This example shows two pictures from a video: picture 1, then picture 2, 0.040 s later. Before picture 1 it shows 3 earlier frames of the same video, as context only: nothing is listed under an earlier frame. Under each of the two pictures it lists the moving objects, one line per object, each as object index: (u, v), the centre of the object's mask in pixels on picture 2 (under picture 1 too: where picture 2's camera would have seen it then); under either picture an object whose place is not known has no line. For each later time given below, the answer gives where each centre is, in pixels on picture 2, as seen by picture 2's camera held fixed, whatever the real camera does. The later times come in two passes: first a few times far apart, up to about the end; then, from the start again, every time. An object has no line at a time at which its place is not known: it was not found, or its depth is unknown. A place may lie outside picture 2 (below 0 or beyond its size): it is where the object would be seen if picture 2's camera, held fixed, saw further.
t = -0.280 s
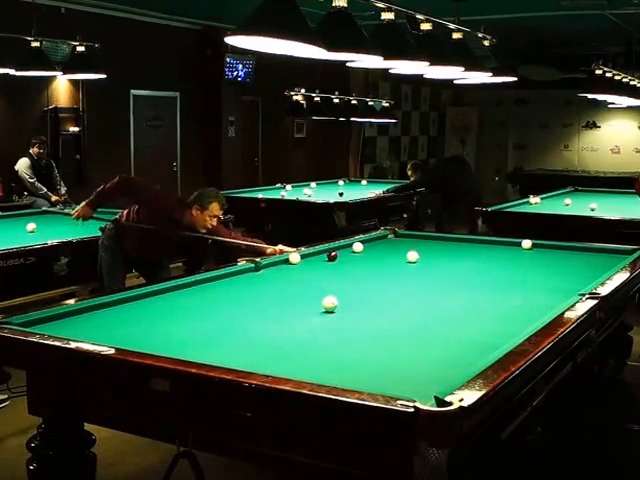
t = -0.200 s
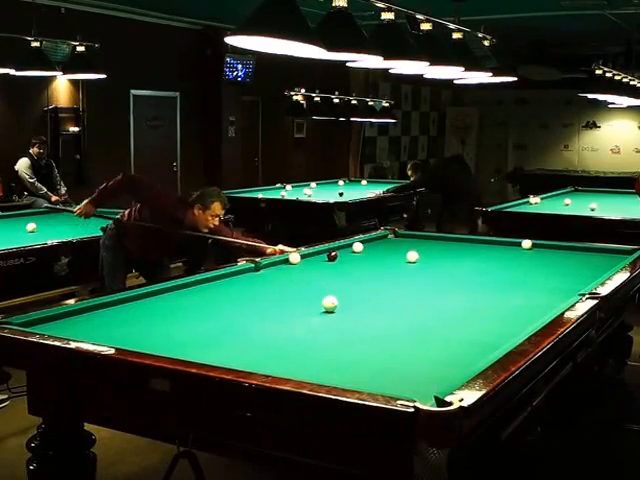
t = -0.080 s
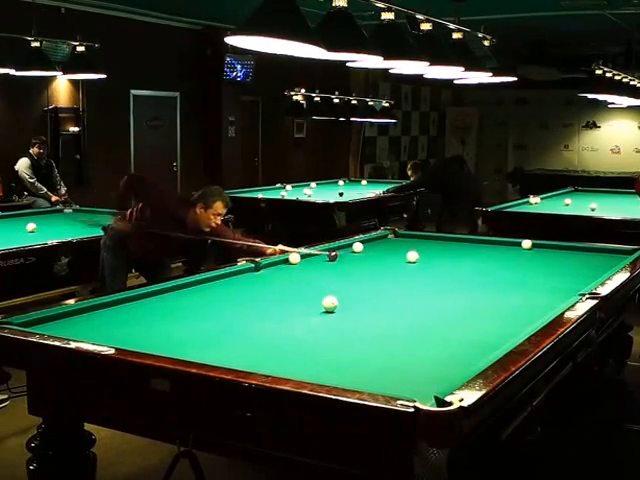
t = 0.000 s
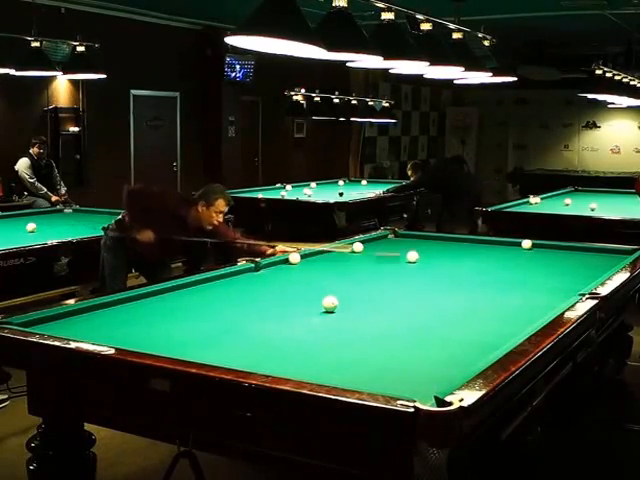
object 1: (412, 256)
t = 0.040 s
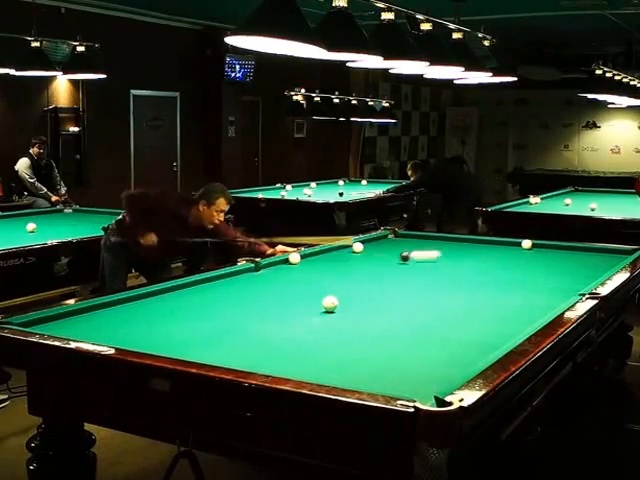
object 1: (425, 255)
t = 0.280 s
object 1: (554, 251)
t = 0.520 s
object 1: (626, 251)
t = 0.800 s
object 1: (578, 257)
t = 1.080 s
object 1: (530, 262)
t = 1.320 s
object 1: (486, 266)
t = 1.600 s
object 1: (433, 270)
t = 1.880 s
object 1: (375, 276)
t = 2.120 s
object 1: (323, 280)
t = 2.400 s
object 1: (259, 287)
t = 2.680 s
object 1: (190, 294)
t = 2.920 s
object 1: (128, 299)
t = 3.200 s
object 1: (109, 310)
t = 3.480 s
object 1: (90, 321)
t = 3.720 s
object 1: (72, 330)
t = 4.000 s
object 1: (92, 331)
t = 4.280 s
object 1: (119, 326)
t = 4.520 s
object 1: (137, 323)
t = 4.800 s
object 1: (147, 320)
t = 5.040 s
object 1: (155, 318)
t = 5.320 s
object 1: (162, 316)
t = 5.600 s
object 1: (170, 314)
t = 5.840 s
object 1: (175, 312)
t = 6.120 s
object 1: (180, 310)
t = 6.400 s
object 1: (185, 309)
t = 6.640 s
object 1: (188, 308)
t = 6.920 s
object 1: (192, 307)
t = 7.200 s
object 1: (194, 306)
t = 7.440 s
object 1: (194, 306)
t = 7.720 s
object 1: (195, 305)
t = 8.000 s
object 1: (196, 305)
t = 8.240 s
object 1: (196, 305)
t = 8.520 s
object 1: (196, 305)
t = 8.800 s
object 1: (196, 305)
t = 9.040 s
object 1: (196, 305)
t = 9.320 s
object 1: (196, 305)
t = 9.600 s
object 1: (196, 305)
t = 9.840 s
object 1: (196, 305)
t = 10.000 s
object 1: (196, 305)
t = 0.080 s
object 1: (448, 254)
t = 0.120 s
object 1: (471, 253)
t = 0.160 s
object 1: (493, 253)
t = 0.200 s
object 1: (514, 252)
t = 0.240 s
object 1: (535, 252)
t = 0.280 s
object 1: (554, 251)
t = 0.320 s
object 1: (572, 250)
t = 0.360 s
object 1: (590, 250)
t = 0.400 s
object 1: (606, 250)
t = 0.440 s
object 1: (620, 250)
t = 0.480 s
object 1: (627, 251)
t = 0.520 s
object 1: (626, 251)
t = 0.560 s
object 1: (619, 253)
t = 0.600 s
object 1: (611, 254)
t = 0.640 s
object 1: (604, 255)
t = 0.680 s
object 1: (598, 255)
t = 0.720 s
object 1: (591, 256)
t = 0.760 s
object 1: (585, 256)
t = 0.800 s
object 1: (578, 257)
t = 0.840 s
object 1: (571, 258)
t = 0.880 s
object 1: (565, 259)
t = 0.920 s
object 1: (558, 259)
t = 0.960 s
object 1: (551, 260)
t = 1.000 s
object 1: (544, 261)
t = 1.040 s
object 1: (537, 261)
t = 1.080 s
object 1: (530, 262)
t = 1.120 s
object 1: (523, 262)
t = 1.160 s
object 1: (516, 263)
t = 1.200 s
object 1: (509, 263)
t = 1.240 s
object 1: (502, 264)
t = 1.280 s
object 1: (494, 265)
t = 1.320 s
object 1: (486, 266)
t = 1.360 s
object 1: (479, 266)
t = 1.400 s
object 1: (471, 267)
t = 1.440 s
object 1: (464, 268)
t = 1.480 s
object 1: (457, 268)
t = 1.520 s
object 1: (449, 269)
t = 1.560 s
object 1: (441, 270)
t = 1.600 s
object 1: (433, 270)
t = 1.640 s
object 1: (425, 271)
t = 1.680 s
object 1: (417, 272)
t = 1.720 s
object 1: (409, 273)
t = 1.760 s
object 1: (401, 273)
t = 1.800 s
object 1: (392, 274)
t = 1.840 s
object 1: (383, 275)
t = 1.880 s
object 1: (375, 276)
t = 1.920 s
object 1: (367, 277)
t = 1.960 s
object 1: (358, 277)
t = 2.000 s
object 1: (349, 278)
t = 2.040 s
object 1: (340, 279)
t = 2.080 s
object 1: (331, 280)
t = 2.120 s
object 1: (323, 280)
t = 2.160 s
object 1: (314, 281)
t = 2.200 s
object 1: (305, 282)
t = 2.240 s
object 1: (296, 283)
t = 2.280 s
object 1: (287, 284)
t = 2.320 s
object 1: (277, 285)
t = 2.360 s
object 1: (268, 286)
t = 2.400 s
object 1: (259, 287)
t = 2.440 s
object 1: (249, 287)
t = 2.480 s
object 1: (240, 288)
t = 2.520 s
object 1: (230, 289)
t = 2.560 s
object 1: (220, 290)
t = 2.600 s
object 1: (210, 291)
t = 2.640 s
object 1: (200, 292)
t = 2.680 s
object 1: (190, 294)
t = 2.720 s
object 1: (180, 294)
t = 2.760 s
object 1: (170, 295)
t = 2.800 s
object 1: (160, 296)
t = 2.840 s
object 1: (149, 297)
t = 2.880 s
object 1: (138, 298)
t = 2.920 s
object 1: (128, 299)
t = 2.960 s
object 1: (123, 300)
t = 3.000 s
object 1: (121, 302)
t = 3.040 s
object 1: (119, 303)
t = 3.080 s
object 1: (117, 304)
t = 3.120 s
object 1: (114, 306)
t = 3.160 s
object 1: (111, 308)
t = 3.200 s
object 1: (109, 310)
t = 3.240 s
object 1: (106, 311)
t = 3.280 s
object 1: (104, 313)
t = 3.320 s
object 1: (101, 314)
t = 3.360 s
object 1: (98, 316)
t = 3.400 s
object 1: (96, 318)
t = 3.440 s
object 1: (93, 319)
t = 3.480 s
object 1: (90, 321)
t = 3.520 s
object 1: (87, 323)
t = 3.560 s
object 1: (84, 324)
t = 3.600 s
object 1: (81, 326)
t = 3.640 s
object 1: (78, 328)
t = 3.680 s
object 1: (75, 329)
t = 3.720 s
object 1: (72, 330)
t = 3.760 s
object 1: (70, 331)
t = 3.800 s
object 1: (70, 331)
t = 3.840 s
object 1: (75, 331)
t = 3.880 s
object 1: (79, 331)
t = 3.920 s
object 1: (83, 331)
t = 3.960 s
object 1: (88, 331)
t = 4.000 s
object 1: (92, 331)
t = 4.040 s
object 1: (96, 330)
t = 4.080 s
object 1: (99, 330)
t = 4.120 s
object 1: (103, 329)
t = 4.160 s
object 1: (108, 328)
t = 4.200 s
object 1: (111, 328)
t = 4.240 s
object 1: (115, 327)
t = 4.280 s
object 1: (119, 326)
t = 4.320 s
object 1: (123, 325)
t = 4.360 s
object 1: (126, 325)
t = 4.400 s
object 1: (130, 324)
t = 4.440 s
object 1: (134, 324)
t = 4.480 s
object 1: (136, 323)
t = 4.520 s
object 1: (137, 323)
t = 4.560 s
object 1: (139, 323)
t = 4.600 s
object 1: (140, 322)
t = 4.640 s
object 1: (141, 322)
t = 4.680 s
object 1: (143, 321)
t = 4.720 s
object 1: (144, 321)
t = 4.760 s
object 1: (146, 321)
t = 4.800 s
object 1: (147, 320)
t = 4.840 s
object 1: (148, 320)
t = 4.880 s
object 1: (150, 319)
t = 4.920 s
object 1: (151, 319)
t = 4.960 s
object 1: (152, 319)
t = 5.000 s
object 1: (153, 318)
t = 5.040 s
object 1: (155, 318)
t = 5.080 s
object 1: (156, 317)
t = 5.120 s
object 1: (157, 317)
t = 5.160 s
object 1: (158, 317)
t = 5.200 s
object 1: (159, 317)
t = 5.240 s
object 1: (160, 316)
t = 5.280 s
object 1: (161, 316)
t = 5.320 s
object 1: (162, 316)
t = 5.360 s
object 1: (163, 315)
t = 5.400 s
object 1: (164, 315)
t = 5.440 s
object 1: (165, 315)
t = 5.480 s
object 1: (166, 315)
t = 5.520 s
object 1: (168, 314)
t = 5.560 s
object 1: (169, 314)
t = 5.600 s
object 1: (170, 314)
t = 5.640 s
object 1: (171, 313)
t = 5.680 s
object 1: (171, 313)
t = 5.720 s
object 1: (172, 313)
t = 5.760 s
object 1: (173, 312)
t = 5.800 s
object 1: (174, 312)
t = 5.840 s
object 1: (175, 312)
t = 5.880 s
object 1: (175, 312)
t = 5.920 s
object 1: (176, 311)
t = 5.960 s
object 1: (177, 311)
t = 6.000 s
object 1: (177, 311)
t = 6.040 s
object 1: (178, 311)
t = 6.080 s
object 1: (179, 310)
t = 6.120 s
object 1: (180, 310)
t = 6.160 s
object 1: (181, 310)
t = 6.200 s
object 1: (181, 310)
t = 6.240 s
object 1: (182, 309)
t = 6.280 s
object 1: (183, 309)
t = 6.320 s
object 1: (183, 309)
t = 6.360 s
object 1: (184, 309)
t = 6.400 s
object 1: (185, 309)
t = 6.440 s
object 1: (185, 308)
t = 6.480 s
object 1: (186, 308)
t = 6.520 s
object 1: (186, 308)
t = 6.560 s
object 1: (187, 308)
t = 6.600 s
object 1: (188, 308)
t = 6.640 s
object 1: (188, 308)
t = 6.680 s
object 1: (189, 307)
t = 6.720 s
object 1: (189, 307)
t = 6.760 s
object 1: (190, 307)
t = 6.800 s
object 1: (190, 307)
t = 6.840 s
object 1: (191, 307)
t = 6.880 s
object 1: (191, 307)
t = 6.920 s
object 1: (192, 307)
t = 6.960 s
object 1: (192, 307)
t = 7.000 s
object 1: (192, 307)
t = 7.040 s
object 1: (193, 306)
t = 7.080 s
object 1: (193, 306)
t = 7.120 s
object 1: (193, 306)
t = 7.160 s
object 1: (194, 306)
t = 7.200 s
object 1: (194, 306)
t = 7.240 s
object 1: (194, 306)
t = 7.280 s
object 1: (194, 306)
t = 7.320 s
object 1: (194, 306)
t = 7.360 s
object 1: (194, 306)
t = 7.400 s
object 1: (194, 306)
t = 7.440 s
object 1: (194, 306)
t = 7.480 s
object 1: (195, 306)
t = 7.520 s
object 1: (195, 306)
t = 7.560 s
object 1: (195, 306)
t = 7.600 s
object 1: (195, 306)
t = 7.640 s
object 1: (195, 306)
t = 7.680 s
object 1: (195, 306)
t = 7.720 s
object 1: (195, 305)
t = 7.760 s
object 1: (195, 305)
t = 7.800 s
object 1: (196, 305)
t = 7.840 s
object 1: (196, 305)
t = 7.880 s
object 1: (196, 305)
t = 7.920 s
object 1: (196, 305)
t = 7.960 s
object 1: (196, 305)
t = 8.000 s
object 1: (196, 305)
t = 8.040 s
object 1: (196, 305)
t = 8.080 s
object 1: (196, 305)
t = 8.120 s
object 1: (196, 305)
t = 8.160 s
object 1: (196, 305)
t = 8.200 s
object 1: (196, 305)
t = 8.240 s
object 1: (196, 305)
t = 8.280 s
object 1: (196, 305)
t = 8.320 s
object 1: (196, 305)
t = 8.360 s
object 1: (196, 305)
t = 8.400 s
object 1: (196, 305)
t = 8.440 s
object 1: (196, 305)
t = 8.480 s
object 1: (196, 305)
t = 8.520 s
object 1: (196, 305)
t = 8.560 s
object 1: (196, 305)
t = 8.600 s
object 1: (196, 305)
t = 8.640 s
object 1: (196, 305)
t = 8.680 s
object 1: (196, 305)
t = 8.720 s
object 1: (196, 305)
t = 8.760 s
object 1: (196, 305)
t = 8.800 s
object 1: (196, 305)
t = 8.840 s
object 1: (196, 305)
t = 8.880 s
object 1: (196, 305)
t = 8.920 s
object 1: (196, 305)
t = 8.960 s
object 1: (196, 305)
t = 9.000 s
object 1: (196, 305)
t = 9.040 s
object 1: (196, 305)
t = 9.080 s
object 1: (197, 305)
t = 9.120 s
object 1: (196, 305)
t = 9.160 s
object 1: (197, 305)
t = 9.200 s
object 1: (196, 305)
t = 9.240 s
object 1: (197, 305)
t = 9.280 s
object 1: (196, 305)
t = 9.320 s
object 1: (196, 305)
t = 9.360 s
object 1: (196, 305)
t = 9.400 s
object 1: (196, 305)
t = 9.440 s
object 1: (196, 305)
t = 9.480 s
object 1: (196, 305)
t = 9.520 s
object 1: (196, 305)
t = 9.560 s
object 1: (196, 305)
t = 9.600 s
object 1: (196, 305)
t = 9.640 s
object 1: (197, 305)
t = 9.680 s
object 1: (196, 305)
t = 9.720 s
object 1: (196, 305)
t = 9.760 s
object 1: (196, 305)
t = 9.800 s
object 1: (196, 305)
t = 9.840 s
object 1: (196, 305)
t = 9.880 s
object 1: (196, 305)
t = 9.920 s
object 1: (196, 305)
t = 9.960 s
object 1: (196, 305)
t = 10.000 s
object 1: (196, 305)
